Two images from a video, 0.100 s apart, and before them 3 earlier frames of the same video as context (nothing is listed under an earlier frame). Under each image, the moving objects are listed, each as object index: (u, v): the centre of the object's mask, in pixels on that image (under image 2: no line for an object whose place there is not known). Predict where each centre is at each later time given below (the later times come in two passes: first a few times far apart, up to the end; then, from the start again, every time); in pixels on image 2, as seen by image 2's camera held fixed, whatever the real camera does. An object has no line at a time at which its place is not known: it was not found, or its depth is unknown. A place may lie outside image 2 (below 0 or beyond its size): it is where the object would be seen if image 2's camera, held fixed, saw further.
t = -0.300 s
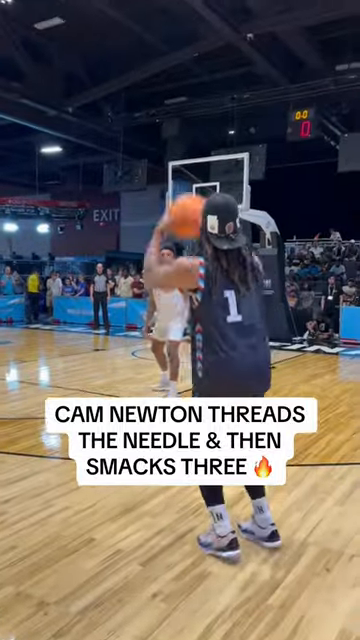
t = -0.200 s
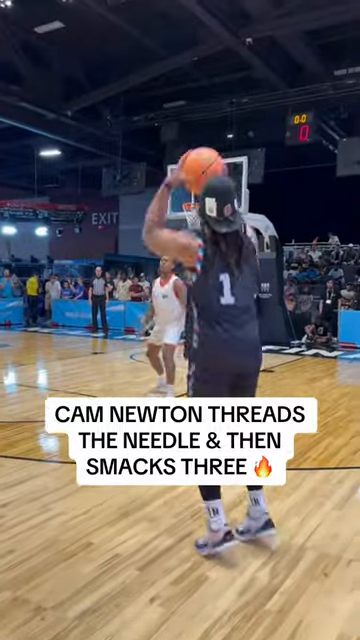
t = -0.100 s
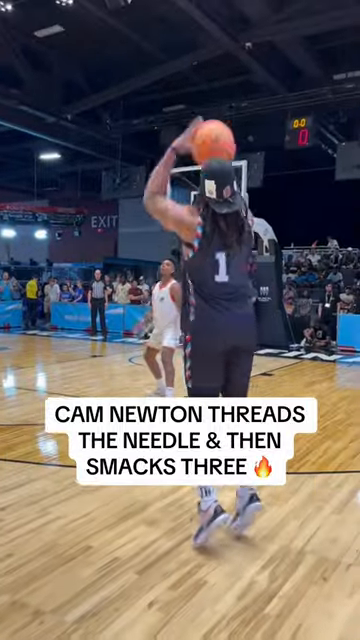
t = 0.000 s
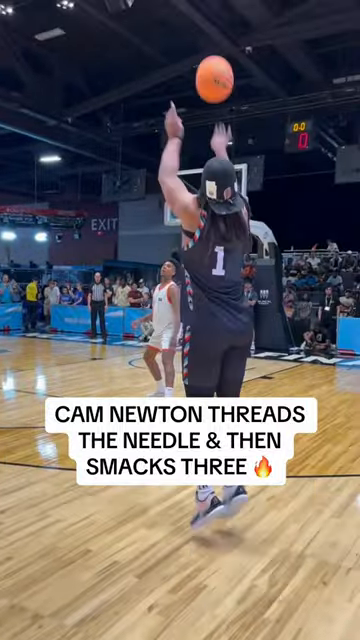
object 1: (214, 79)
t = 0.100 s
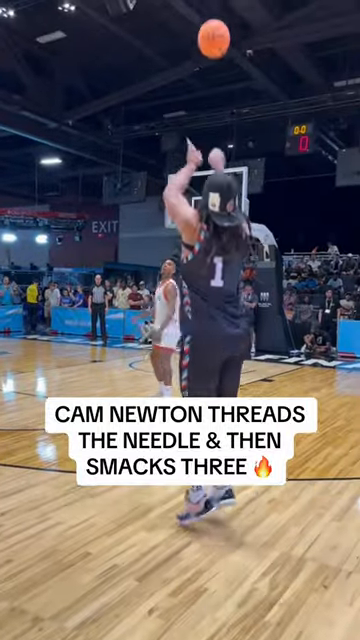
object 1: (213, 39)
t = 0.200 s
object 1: (212, 19)
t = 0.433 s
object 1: (208, 22)
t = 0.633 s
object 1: (206, 56)
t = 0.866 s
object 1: (202, 113)
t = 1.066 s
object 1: (199, 172)
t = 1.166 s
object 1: (197, 203)
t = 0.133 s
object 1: (213, 30)
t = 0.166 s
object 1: (212, 23)
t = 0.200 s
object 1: (212, 19)
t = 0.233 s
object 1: (212, 15)
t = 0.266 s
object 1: (211, 14)
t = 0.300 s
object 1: (210, 13)
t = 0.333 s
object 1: (210, 14)
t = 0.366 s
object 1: (210, 16)
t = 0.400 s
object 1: (209, 19)
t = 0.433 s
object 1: (208, 22)
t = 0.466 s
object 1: (208, 26)
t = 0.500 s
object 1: (207, 31)
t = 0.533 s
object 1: (207, 36)
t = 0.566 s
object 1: (206, 42)
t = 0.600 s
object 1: (206, 49)
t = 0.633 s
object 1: (206, 56)
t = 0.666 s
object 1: (205, 63)
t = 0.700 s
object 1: (204, 71)
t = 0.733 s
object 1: (204, 79)
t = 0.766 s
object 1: (204, 87)
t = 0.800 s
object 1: (203, 96)
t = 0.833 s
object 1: (203, 105)
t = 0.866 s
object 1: (202, 113)
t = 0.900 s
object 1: (202, 123)
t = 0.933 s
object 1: (201, 132)
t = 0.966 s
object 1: (201, 142)
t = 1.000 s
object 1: (200, 152)
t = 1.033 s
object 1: (200, 162)
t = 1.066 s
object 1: (199, 172)
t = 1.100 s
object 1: (199, 184)
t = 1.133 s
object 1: (198, 192)
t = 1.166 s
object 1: (197, 203)
